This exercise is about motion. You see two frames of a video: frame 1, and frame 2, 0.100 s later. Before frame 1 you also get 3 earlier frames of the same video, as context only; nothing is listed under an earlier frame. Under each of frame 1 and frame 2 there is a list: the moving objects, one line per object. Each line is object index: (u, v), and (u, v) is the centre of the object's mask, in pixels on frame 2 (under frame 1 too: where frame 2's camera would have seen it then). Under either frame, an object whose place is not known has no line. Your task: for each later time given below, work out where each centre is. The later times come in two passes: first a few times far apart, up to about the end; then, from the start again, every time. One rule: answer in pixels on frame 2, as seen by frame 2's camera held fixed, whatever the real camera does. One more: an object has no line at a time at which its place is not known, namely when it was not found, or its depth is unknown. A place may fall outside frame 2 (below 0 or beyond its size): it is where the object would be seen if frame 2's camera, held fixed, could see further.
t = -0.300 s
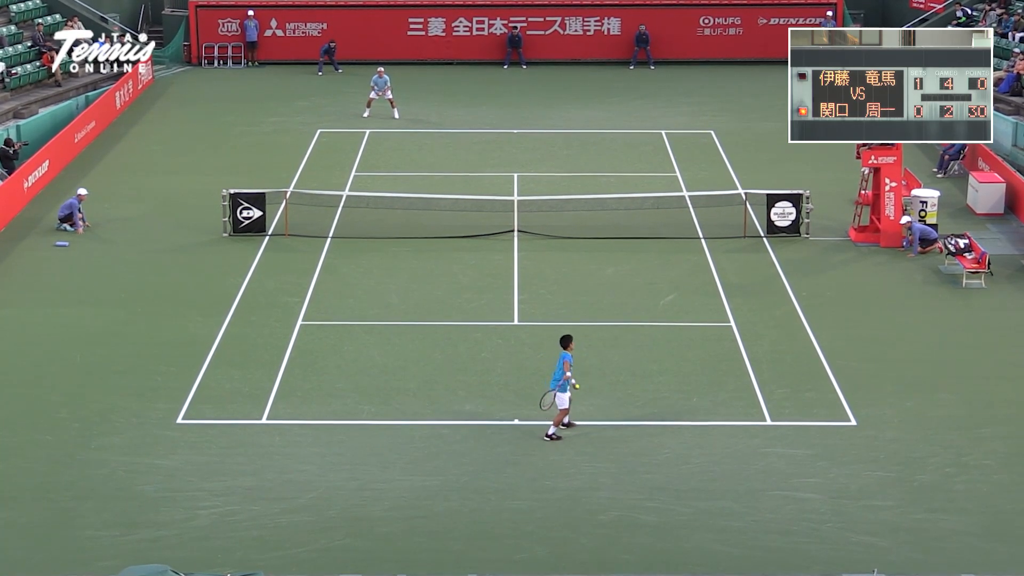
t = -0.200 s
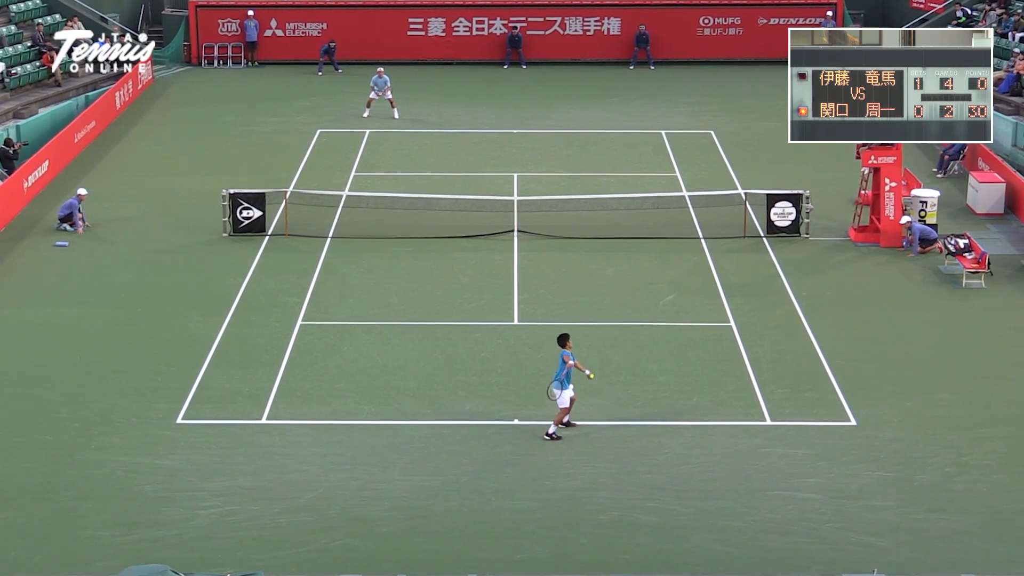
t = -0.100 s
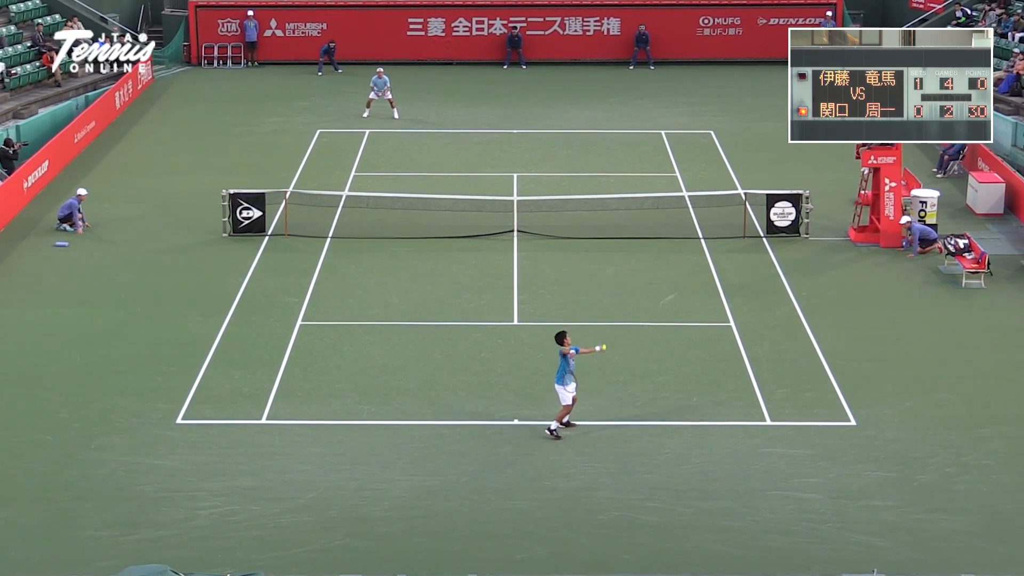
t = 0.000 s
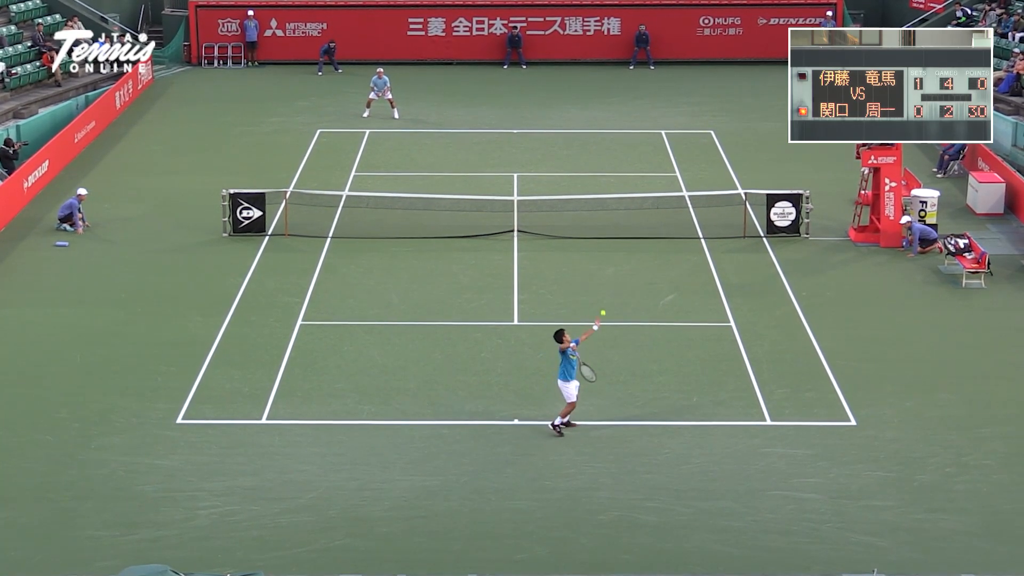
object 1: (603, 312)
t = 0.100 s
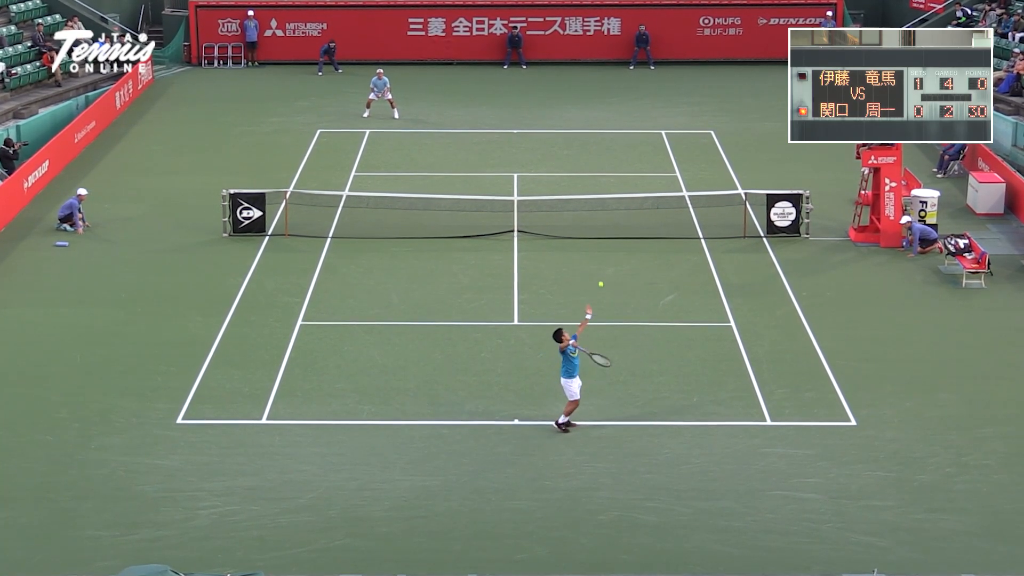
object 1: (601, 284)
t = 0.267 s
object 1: (597, 249)
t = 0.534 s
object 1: (590, 228)
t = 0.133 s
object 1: (600, 276)
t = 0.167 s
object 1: (599, 268)
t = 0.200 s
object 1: (598, 261)
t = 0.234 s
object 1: (598, 255)
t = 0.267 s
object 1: (597, 249)
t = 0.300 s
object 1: (596, 244)
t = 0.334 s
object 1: (595, 240)
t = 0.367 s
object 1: (594, 236)
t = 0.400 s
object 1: (593, 233)
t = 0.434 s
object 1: (593, 231)
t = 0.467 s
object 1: (592, 229)
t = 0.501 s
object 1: (591, 228)
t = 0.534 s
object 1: (590, 228)
